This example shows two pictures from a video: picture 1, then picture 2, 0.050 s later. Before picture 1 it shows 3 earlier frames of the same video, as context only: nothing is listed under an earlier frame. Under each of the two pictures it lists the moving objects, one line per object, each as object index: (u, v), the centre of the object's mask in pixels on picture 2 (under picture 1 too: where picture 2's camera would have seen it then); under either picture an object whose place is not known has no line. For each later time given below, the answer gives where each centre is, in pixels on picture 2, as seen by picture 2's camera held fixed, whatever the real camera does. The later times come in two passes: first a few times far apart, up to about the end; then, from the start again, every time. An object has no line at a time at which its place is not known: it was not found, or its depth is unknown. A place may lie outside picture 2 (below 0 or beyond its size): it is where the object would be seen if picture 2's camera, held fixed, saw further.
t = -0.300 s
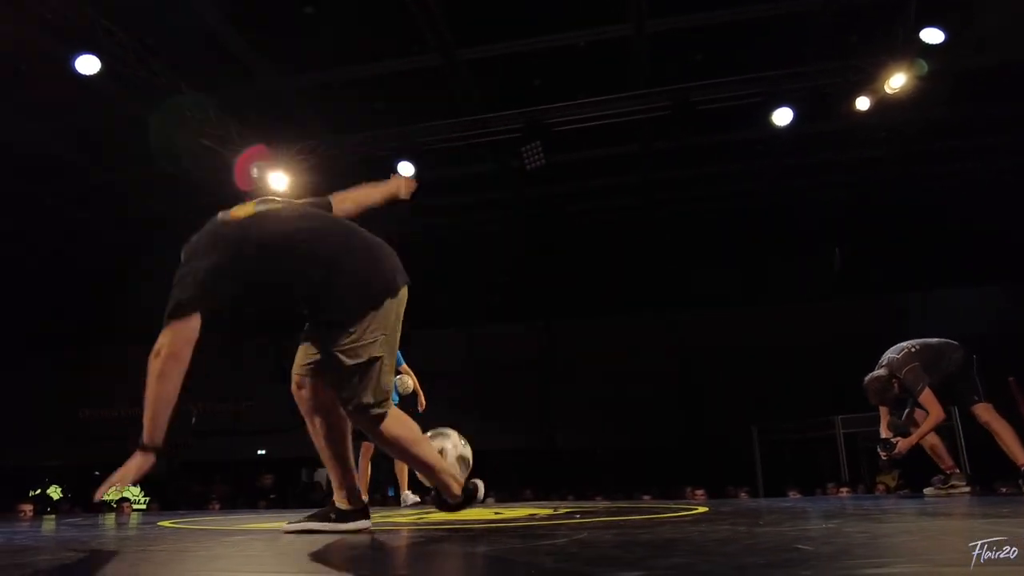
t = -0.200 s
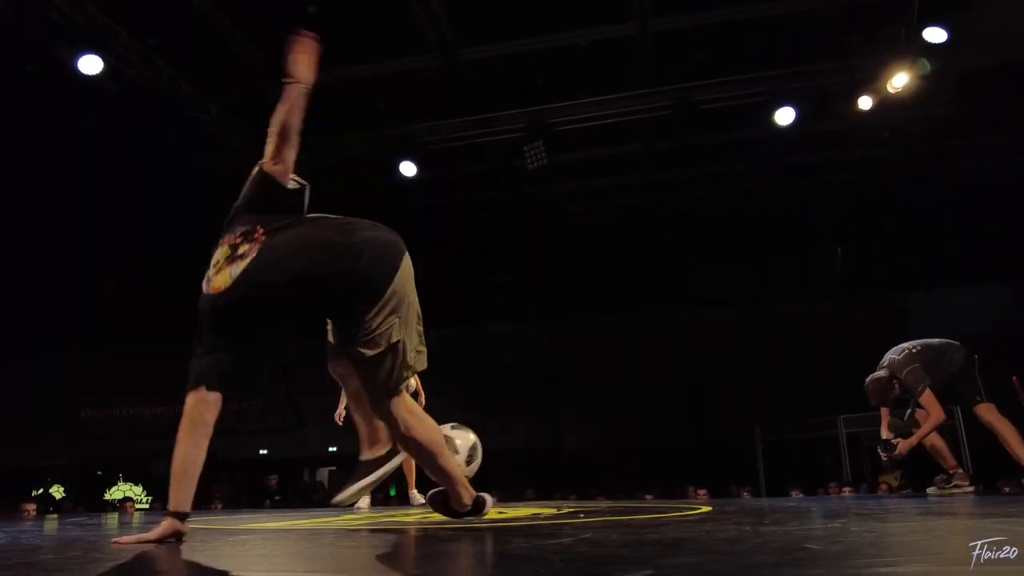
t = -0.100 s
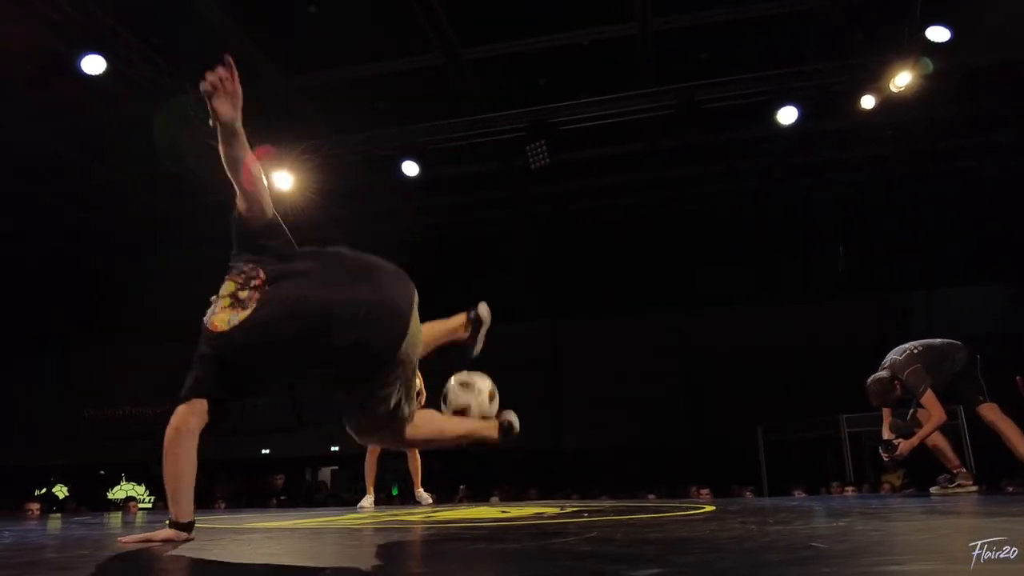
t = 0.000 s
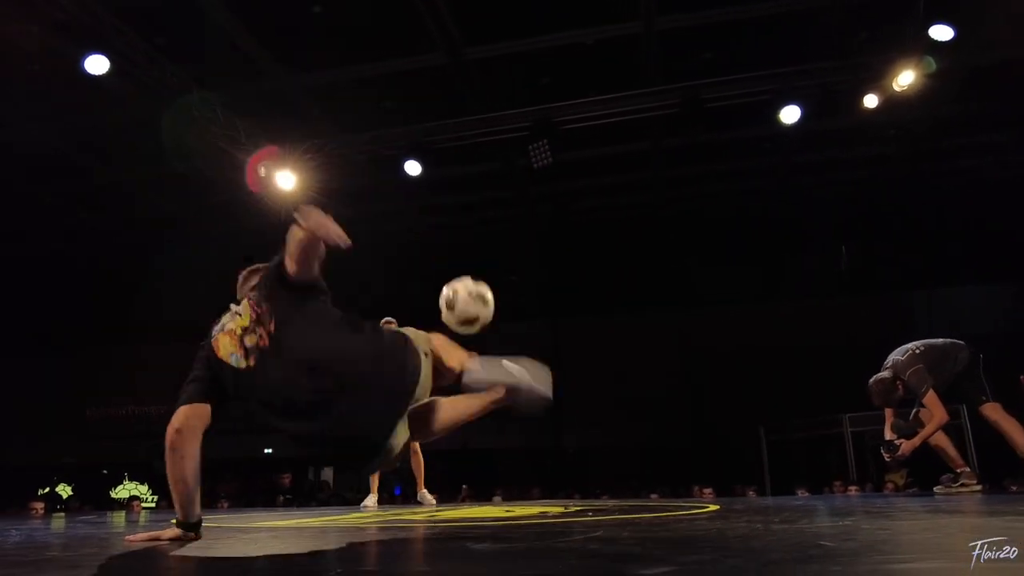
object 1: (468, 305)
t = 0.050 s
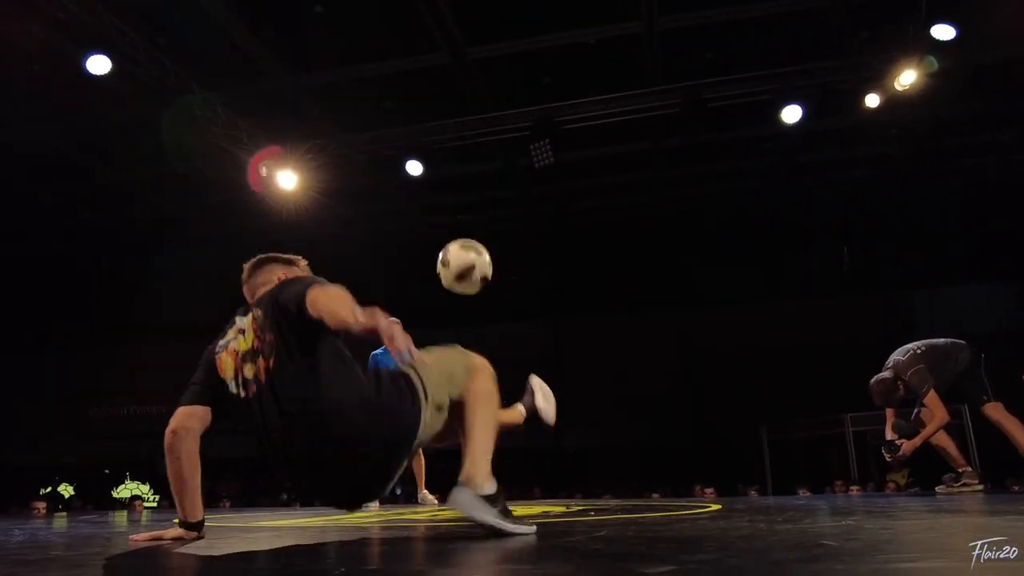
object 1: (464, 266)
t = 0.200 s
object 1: (454, 190)
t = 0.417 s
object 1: (438, 167)
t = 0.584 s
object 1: (423, 222)
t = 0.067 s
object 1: (463, 255)
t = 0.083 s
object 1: (462, 245)
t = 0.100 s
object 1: (461, 235)
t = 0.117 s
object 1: (459, 226)
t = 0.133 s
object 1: (458, 217)
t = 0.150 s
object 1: (457, 209)
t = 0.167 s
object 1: (456, 202)
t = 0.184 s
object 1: (455, 195)
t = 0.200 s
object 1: (454, 190)
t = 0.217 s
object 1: (452, 184)
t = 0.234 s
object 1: (451, 179)
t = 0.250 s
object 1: (450, 175)
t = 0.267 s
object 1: (449, 171)
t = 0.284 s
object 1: (448, 168)
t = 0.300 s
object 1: (447, 166)
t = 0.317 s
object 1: (446, 164)
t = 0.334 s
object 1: (445, 163)
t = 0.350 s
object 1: (443, 163)
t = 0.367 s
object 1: (442, 163)
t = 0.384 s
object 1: (440, 163)
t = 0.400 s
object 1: (439, 164)
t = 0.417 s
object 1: (438, 167)
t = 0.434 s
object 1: (437, 169)
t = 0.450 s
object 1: (435, 173)
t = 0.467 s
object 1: (434, 177)
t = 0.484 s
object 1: (433, 181)
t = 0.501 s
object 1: (431, 186)
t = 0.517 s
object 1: (430, 192)
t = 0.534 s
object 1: (428, 199)
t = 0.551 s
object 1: (427, 206)
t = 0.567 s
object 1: (425, 214)
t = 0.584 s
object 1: (423, 222)
